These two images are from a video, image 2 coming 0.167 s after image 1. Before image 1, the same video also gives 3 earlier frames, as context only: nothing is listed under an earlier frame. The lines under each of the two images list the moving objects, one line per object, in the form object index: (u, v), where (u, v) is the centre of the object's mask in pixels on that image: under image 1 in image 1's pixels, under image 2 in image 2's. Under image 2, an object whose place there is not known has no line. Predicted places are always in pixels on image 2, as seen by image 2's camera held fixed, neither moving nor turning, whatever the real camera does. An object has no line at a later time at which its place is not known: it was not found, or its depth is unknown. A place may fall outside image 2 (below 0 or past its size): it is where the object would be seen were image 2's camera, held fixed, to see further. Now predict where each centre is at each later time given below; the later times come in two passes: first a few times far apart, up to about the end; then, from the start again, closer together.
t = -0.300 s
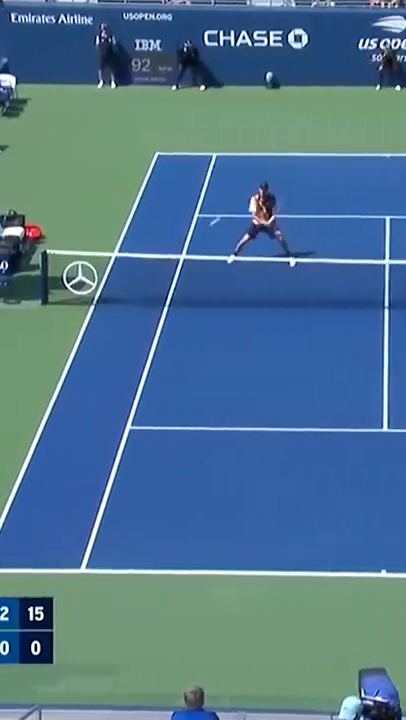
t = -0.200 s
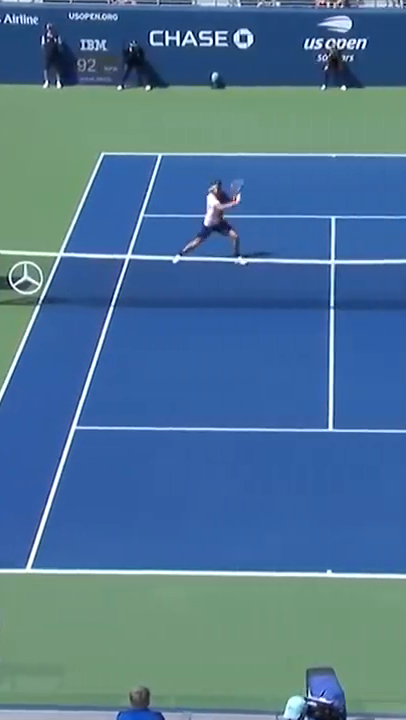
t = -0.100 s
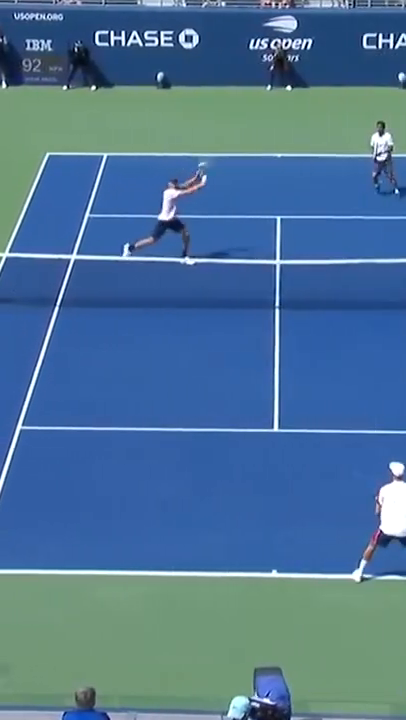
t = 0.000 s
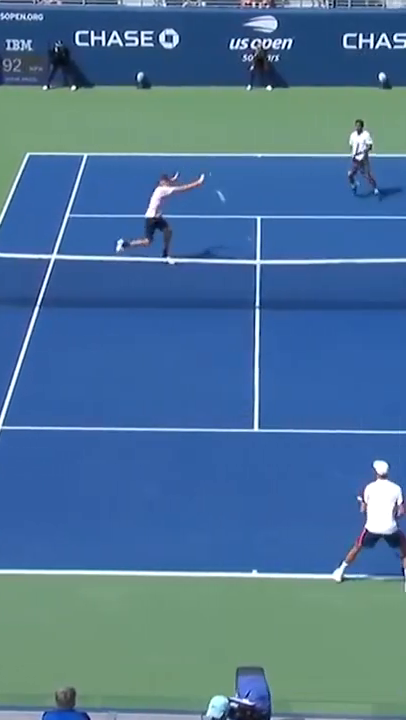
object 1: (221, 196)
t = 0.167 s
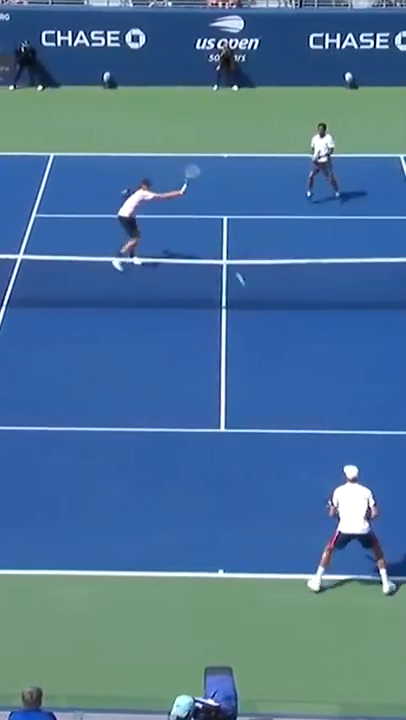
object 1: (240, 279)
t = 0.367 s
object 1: (305, 341)
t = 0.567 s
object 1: (350, 320)
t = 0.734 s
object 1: (389, 322)
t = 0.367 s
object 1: (305, 341)
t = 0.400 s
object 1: (312, 336)
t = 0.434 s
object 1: (320, 331)
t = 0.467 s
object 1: (327, 327)
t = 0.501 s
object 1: (334, 324)
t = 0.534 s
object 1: (343, 322)
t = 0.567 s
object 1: (350, 320)
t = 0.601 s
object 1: (358, 318)
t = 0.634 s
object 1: (365, 318)
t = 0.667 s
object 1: (373, 319)
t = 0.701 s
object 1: (381, 319)
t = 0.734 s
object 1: (389, 322)
